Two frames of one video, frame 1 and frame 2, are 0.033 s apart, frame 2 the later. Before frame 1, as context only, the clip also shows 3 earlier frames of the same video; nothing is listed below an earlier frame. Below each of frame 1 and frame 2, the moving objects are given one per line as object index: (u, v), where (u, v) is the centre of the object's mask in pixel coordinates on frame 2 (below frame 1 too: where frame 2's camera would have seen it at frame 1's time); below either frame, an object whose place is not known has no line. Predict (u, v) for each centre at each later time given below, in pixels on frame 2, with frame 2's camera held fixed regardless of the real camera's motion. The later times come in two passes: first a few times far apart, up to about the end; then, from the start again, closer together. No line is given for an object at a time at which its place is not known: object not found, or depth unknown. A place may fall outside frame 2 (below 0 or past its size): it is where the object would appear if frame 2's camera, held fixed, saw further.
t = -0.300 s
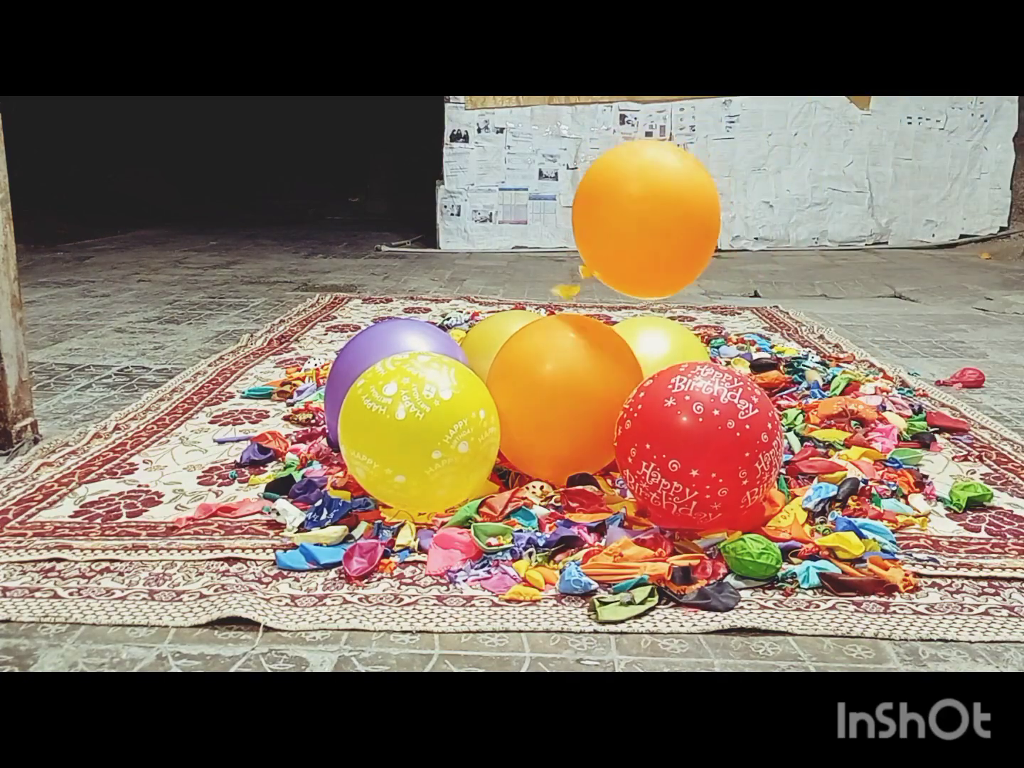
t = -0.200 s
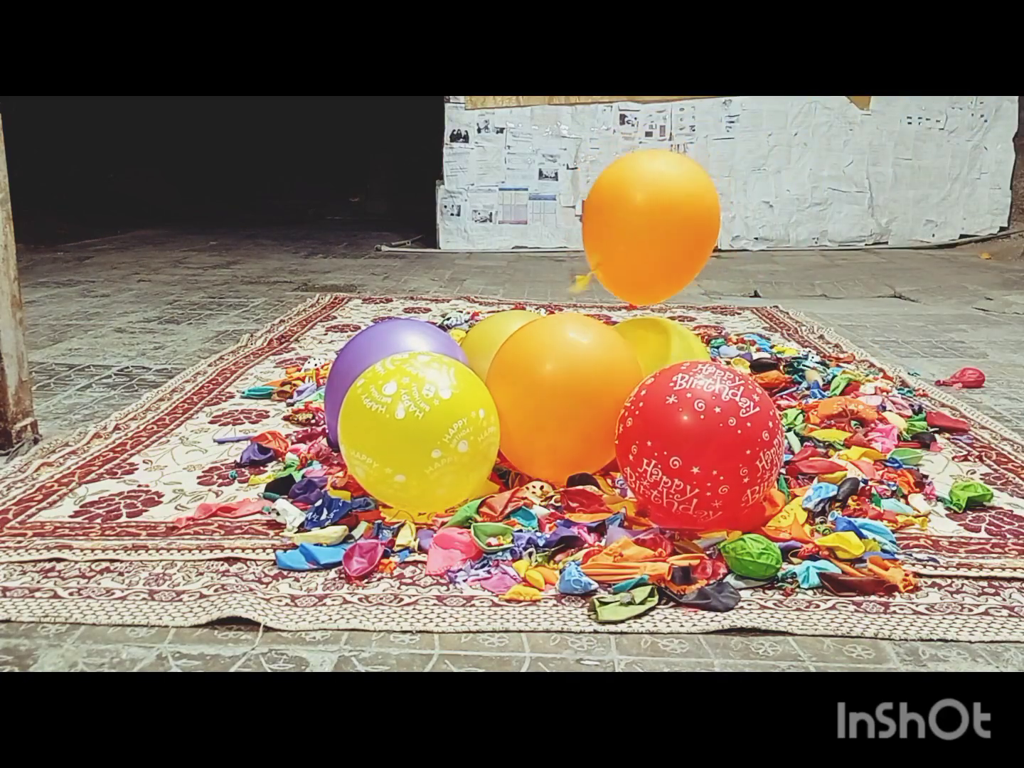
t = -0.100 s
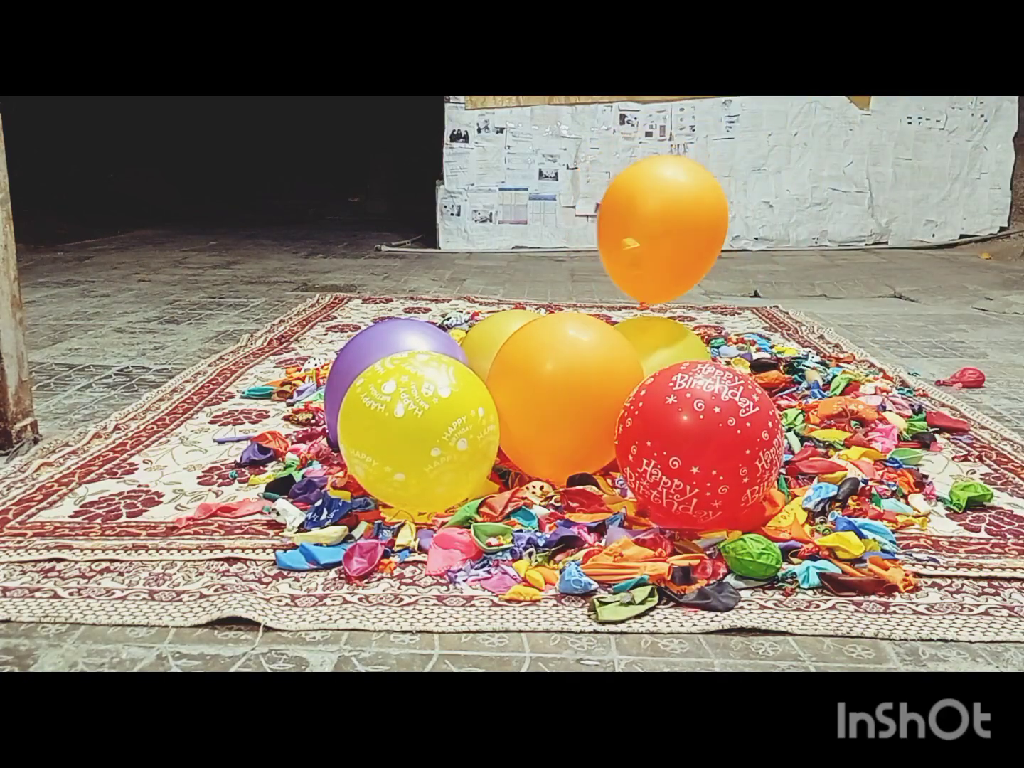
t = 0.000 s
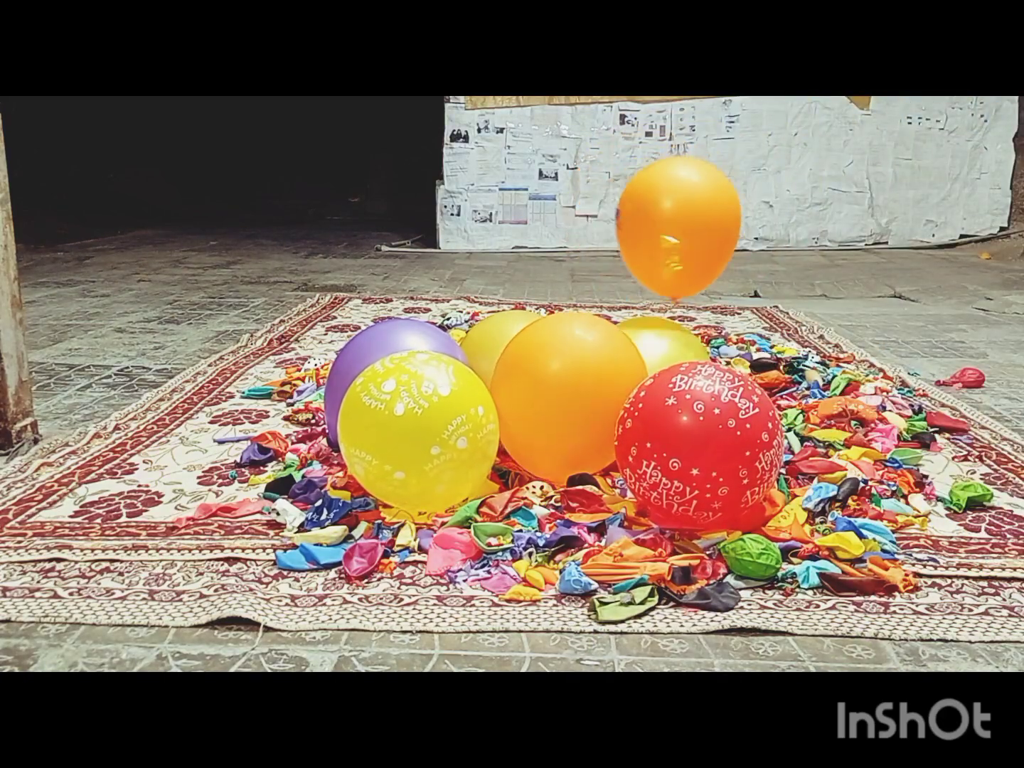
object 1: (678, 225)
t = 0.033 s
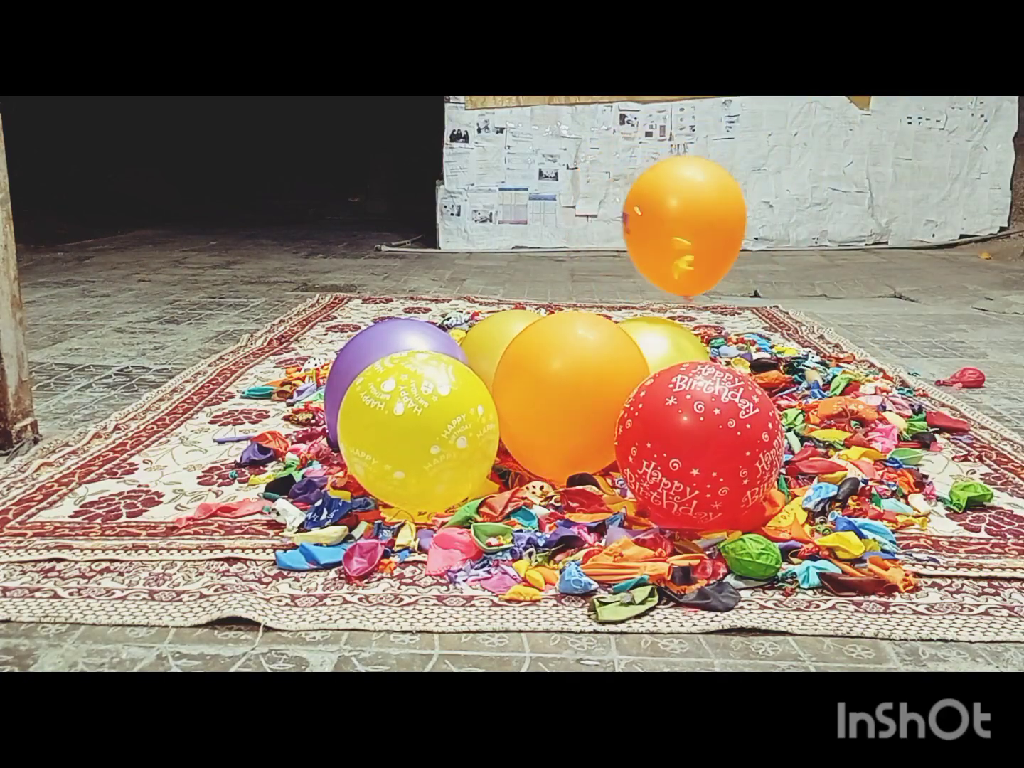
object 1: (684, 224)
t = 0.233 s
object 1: (715, 215)
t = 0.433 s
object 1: (728, 219)
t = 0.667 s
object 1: (725, 265)
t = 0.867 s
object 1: (752, 299)
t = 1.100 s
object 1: (805, 338)
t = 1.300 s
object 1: (848, 376)
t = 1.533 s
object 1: (873, 383)
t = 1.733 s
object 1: (885, 380)
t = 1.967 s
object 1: (885, 370)
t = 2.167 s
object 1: (879, 360)
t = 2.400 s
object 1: (871, 343)
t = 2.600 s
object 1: (864, 344)
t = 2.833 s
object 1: (851, 355)
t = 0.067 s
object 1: (690, 222)
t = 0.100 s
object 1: (696, 221)
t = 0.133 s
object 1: (702, 219)
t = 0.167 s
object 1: (707, 218)
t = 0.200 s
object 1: (711, 217)
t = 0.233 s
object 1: (715, 215)
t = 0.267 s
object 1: (718, 214)
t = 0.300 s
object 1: (721, 213)
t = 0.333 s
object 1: (723, 214)
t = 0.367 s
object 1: (725, 214)
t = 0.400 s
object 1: (727, 216)
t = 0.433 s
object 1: (728, 219)
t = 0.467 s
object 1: (729, 223)
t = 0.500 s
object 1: (729, 227)
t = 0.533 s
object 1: (729, 232)
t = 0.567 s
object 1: (728, 239)
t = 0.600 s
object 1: (727, 246)
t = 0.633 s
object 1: (726, 256)
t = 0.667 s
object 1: (725, 265)
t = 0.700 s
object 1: (723, 277)
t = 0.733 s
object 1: (722, 288)
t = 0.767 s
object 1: (728, 291)
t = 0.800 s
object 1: (736, 292)
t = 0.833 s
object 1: (744, 295)
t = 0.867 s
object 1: (752, 299)
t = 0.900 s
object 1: (760, 304)
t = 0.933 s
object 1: (768, 309)
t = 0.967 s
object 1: (775, 314)
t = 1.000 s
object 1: (783, 319)
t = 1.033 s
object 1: (790, 326)
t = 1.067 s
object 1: (797, 331)
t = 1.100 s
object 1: (805, 338)
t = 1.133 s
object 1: (813, 344)
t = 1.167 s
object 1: (820, 350)
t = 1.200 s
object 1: (828, 356)
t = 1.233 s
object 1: (835, 362)
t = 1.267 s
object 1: (842, 369)
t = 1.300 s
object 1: (848, 376)
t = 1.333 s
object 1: (854, 382)
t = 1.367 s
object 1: (859, 387)
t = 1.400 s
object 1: (862, 388)
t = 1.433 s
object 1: (865, 387)
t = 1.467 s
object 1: (868, 385)
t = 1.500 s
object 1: (871, 384)
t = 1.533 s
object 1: (873, 383)
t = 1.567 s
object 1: (876, 382)
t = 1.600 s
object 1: (878, 381)
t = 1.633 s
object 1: (880, 380)
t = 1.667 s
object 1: (882, 380)
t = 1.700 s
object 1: (883, 380)
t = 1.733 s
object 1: (885, 380)
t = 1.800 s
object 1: (885, 380)
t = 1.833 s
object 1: (886, 380)
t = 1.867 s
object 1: (886, 378)
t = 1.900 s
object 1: (886, 376)
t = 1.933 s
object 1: (885, 373)
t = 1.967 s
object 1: (885, 370)
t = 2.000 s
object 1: (885, 368)
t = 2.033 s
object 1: (885, 365)
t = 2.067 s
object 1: (884, 363)
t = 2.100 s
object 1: (882, 362)
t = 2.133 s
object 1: (881, 361)
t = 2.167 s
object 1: (879, 360)
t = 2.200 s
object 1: (877, 358)
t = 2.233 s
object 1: (876, 355)
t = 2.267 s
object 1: (875, 351)
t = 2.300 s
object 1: (875, 348)
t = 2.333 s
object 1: (874, 346)
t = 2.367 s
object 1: (872, 344)
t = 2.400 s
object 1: (871, 343)
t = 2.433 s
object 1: (870, 343)
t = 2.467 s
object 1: (868, 343)
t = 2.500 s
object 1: (867, 342)
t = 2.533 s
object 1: (866, 342)
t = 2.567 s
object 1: (865, 343)
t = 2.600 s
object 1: (864, 344)
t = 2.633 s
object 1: (863, 345)
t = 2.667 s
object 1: (861, 347)
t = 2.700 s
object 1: (860, 348)
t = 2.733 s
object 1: (858, 350)
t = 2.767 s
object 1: (856, 352)
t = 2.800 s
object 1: (853, 353)
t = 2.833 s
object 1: (851, 355)
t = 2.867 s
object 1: (848, 357)
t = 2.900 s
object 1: (845, 357)
